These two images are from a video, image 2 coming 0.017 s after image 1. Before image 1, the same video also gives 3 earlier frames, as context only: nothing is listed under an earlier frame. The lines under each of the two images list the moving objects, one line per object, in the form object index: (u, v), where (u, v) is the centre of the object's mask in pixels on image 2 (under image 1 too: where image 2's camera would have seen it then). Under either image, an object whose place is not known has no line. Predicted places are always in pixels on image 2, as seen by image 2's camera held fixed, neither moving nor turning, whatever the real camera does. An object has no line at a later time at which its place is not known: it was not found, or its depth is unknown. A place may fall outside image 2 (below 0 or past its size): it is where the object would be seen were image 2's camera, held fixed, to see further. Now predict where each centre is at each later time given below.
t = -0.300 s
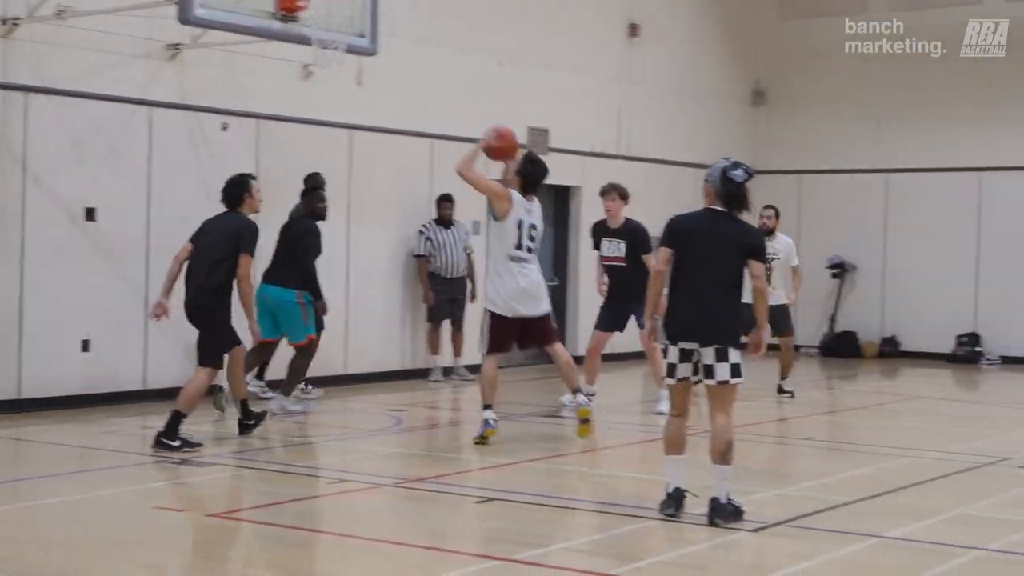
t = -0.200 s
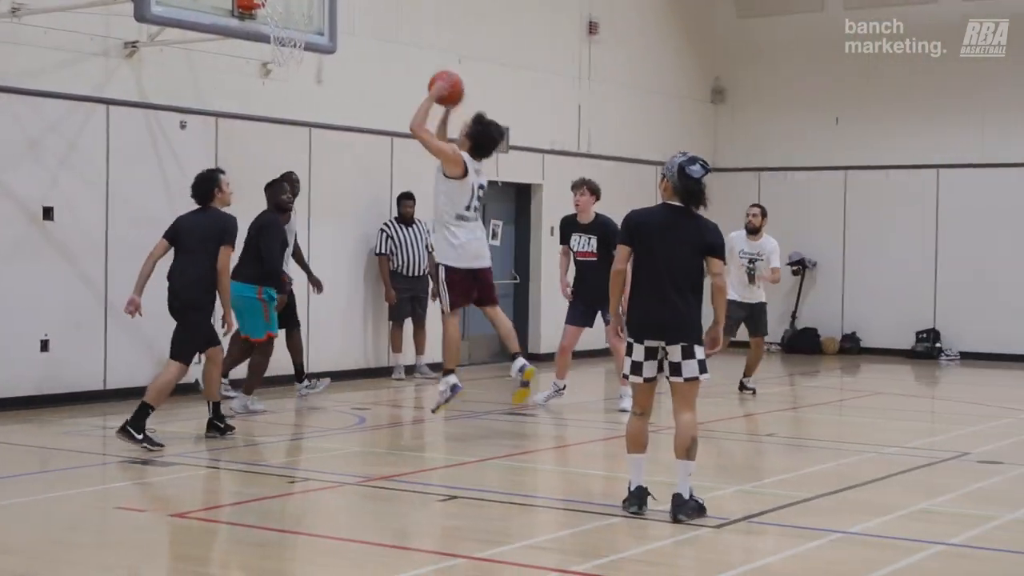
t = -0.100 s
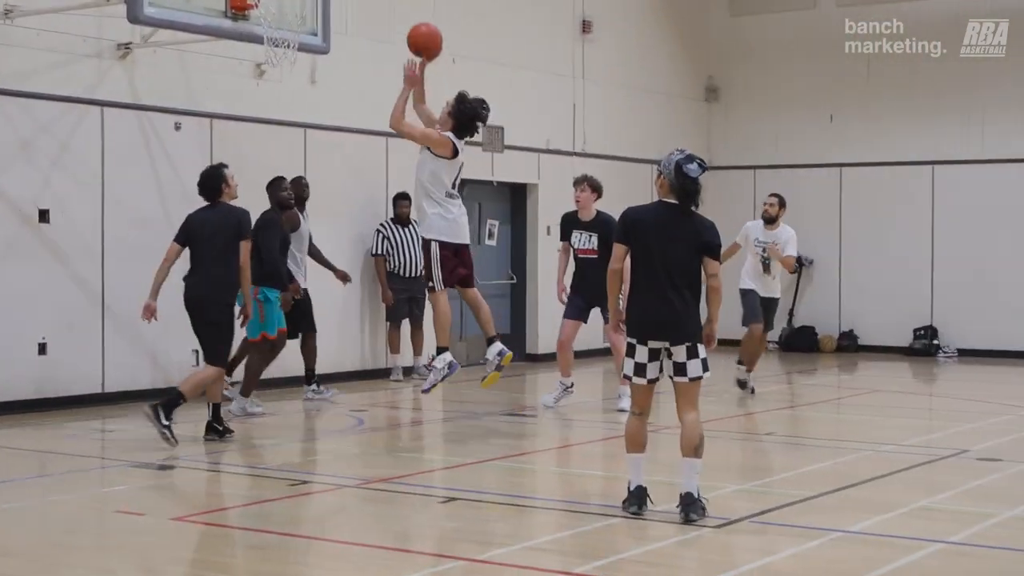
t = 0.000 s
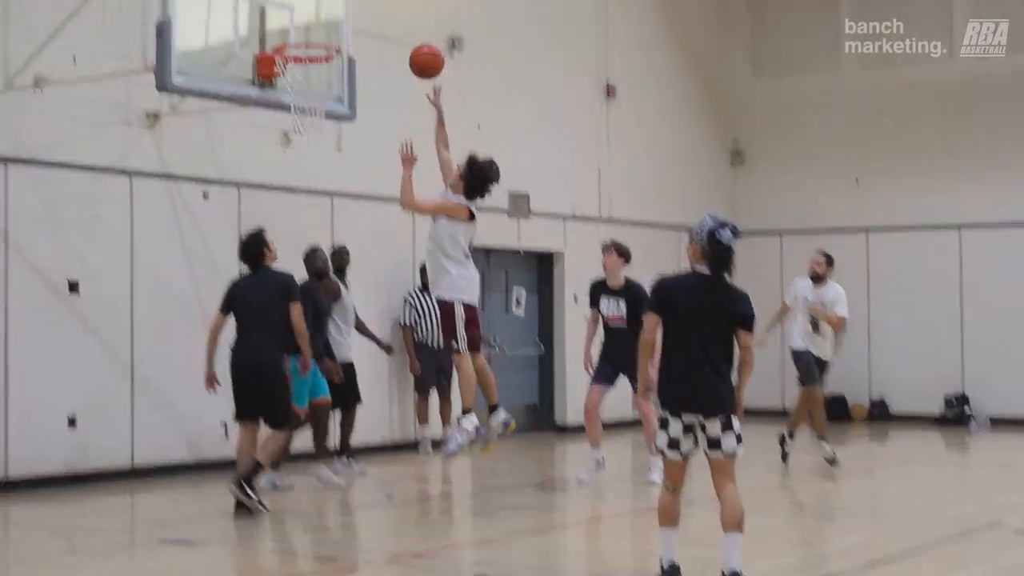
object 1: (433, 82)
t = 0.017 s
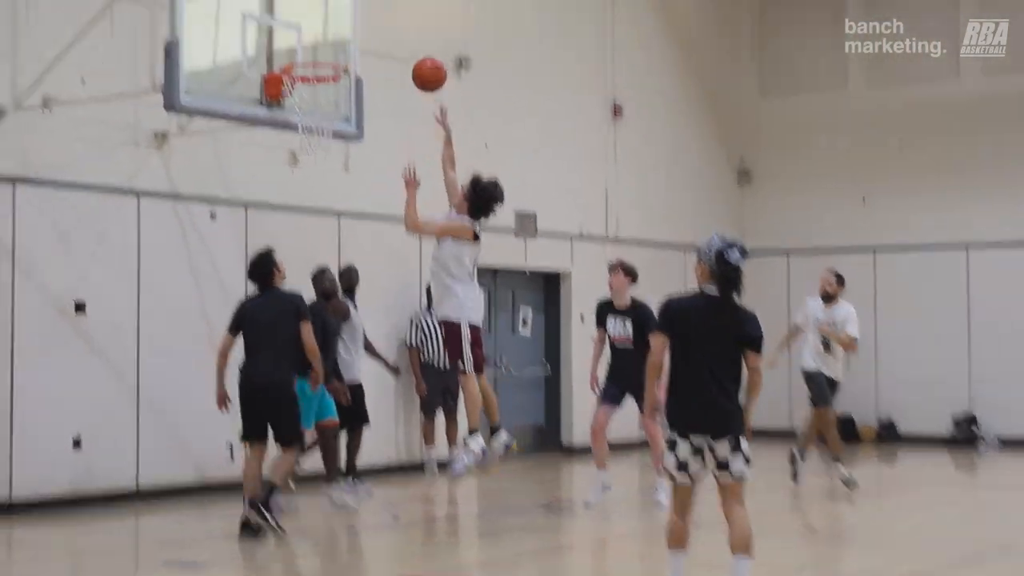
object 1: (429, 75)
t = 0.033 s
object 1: (425, 71)
